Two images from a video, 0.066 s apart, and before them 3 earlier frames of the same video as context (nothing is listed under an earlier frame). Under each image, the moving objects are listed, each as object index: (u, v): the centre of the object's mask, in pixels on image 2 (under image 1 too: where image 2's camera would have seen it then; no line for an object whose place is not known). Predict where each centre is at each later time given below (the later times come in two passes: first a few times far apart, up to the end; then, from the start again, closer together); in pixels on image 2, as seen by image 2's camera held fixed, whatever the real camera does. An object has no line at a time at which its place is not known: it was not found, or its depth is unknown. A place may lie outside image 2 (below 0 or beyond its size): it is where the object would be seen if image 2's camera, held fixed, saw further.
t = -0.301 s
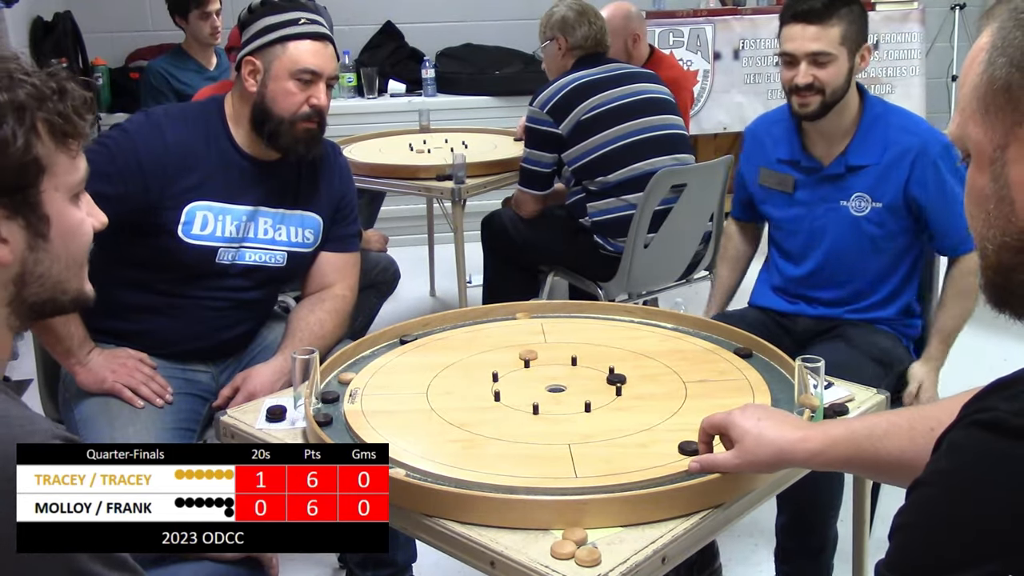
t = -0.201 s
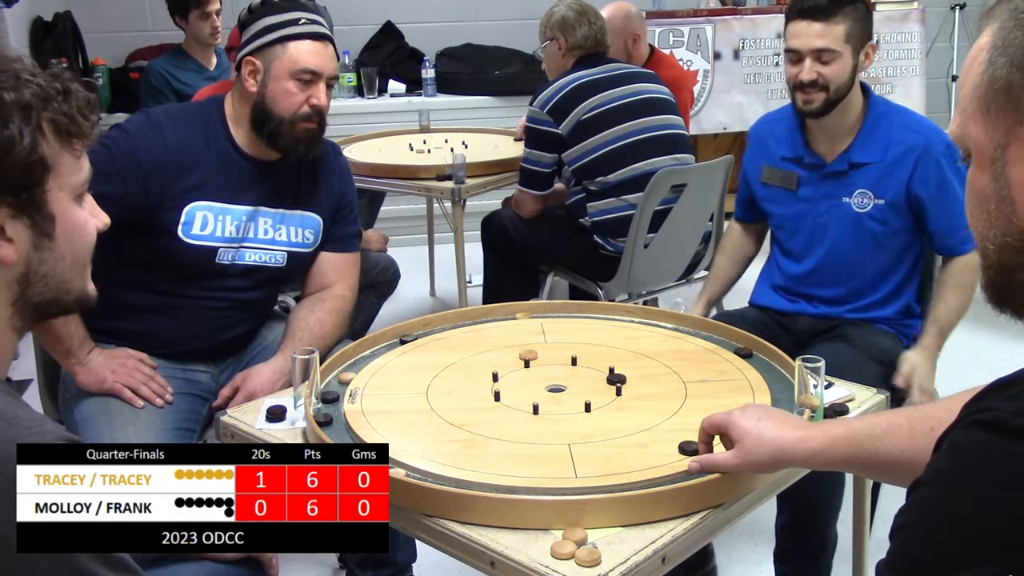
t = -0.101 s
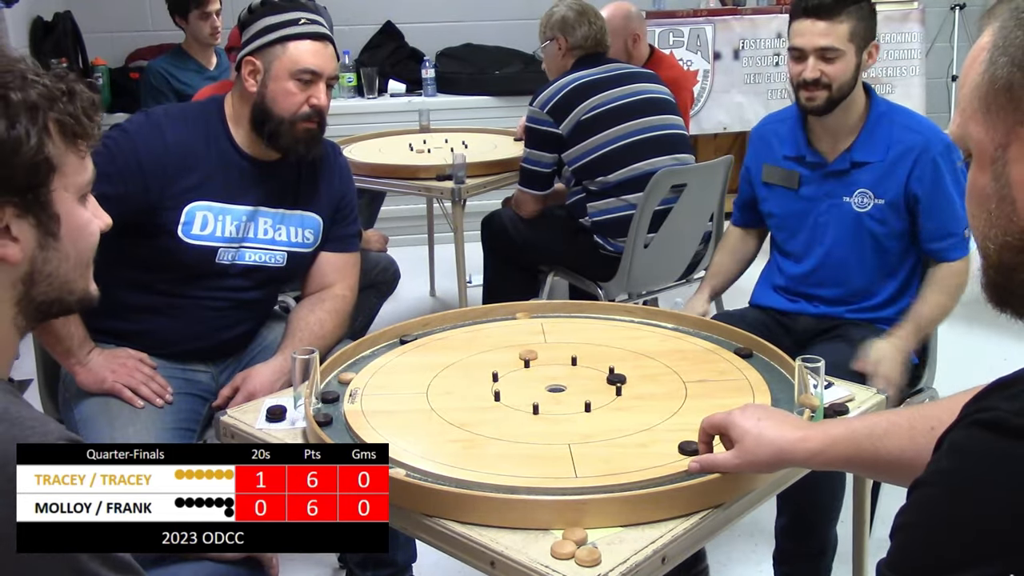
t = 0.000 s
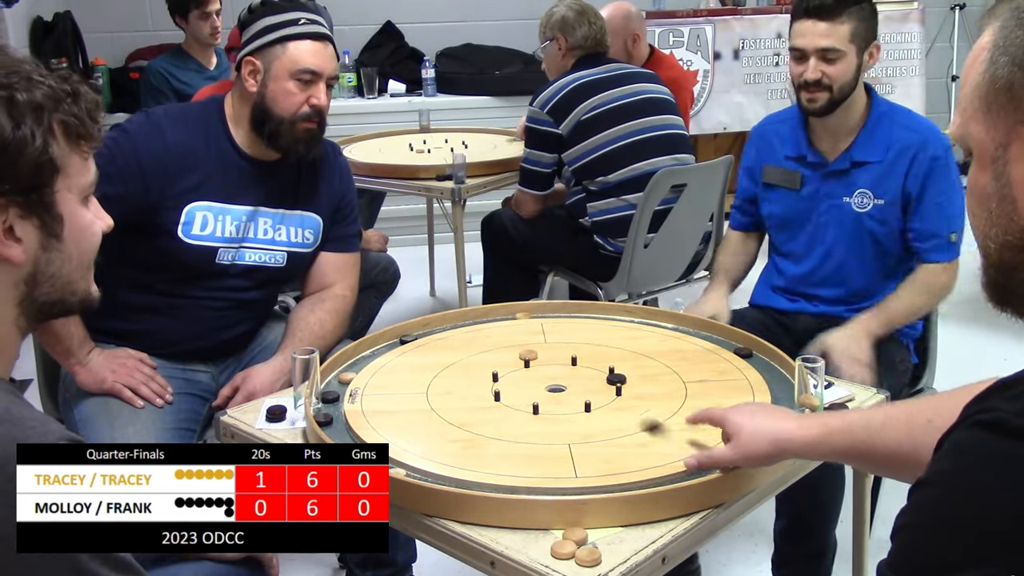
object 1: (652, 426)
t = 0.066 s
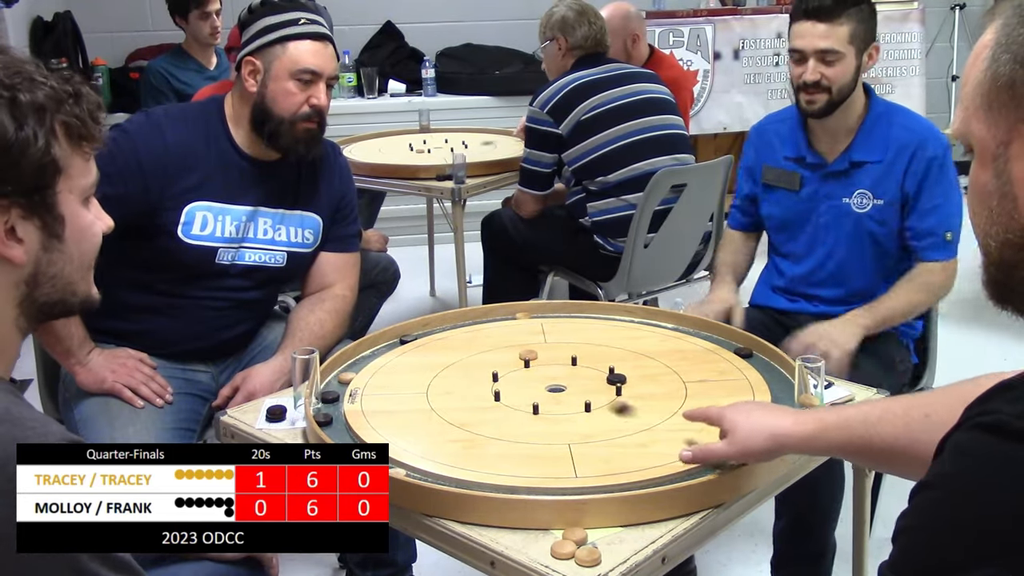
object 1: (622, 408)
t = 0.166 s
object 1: (582, 385)
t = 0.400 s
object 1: (539, 359)
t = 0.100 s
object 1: (606, 400)
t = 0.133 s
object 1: (594, 392)
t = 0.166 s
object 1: (582, 385)
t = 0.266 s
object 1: (548, 365)
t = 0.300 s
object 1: (540, 361)
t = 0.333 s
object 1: (539, 360)
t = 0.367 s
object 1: (539, 359)
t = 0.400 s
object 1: (539, 359)
